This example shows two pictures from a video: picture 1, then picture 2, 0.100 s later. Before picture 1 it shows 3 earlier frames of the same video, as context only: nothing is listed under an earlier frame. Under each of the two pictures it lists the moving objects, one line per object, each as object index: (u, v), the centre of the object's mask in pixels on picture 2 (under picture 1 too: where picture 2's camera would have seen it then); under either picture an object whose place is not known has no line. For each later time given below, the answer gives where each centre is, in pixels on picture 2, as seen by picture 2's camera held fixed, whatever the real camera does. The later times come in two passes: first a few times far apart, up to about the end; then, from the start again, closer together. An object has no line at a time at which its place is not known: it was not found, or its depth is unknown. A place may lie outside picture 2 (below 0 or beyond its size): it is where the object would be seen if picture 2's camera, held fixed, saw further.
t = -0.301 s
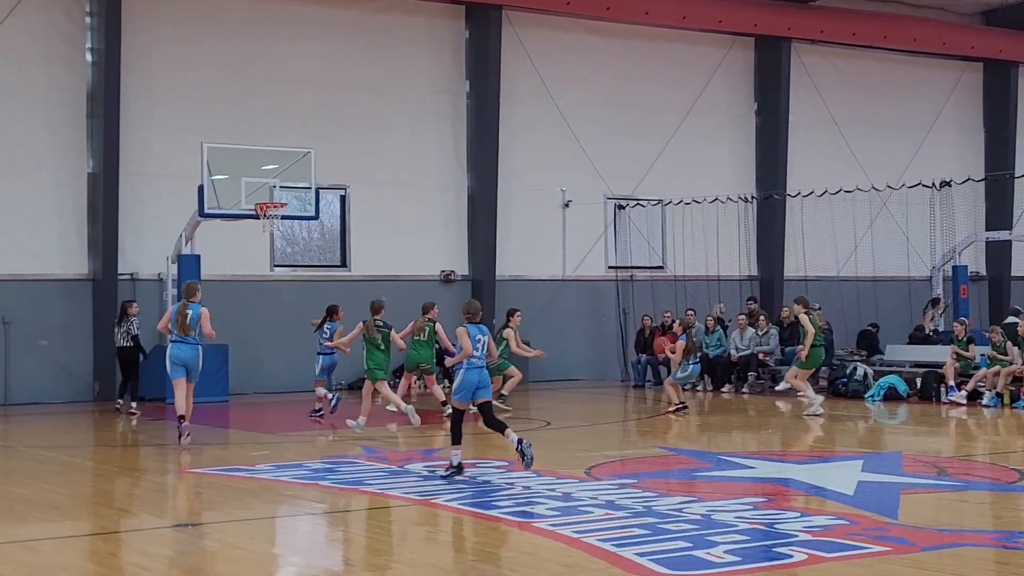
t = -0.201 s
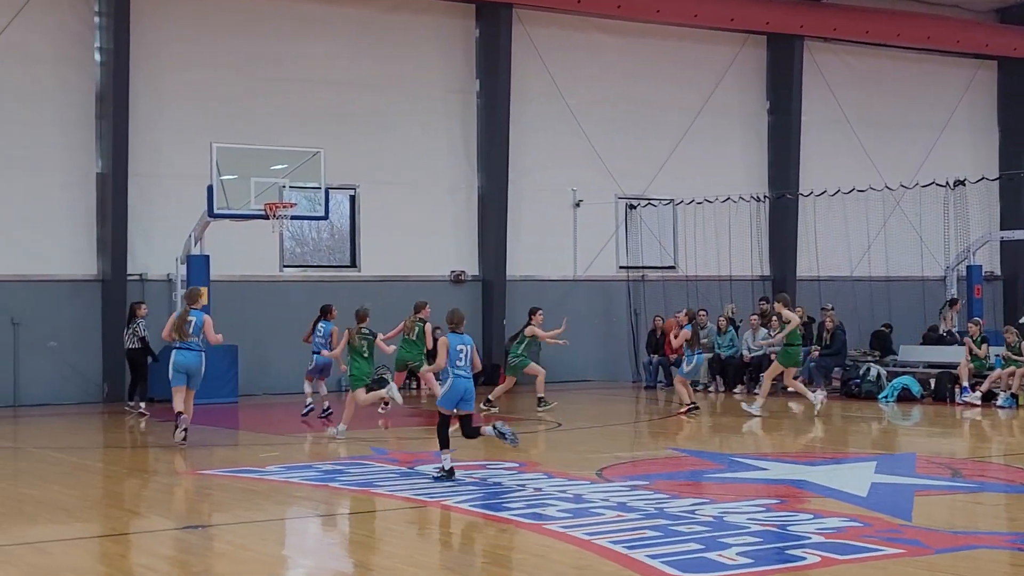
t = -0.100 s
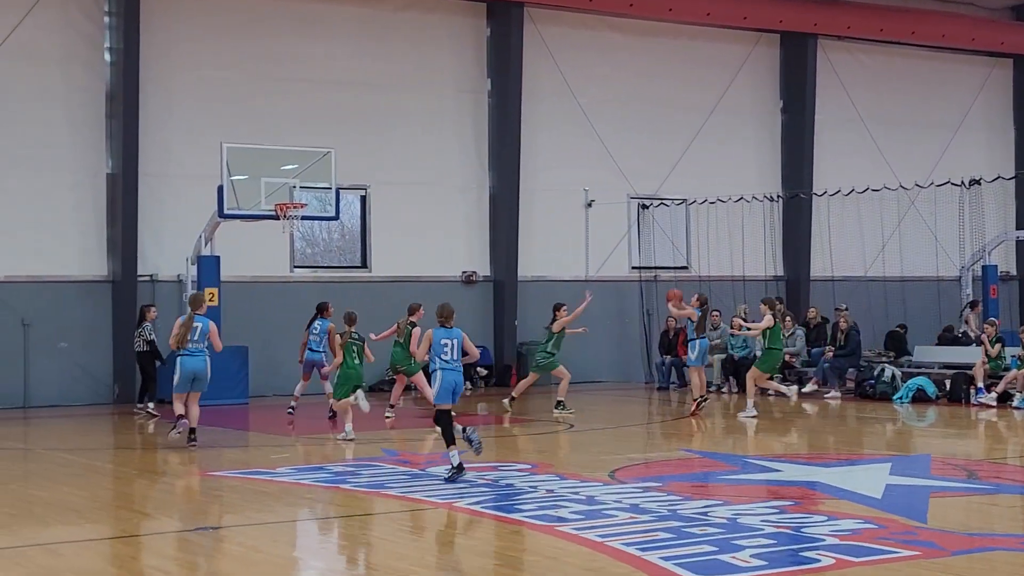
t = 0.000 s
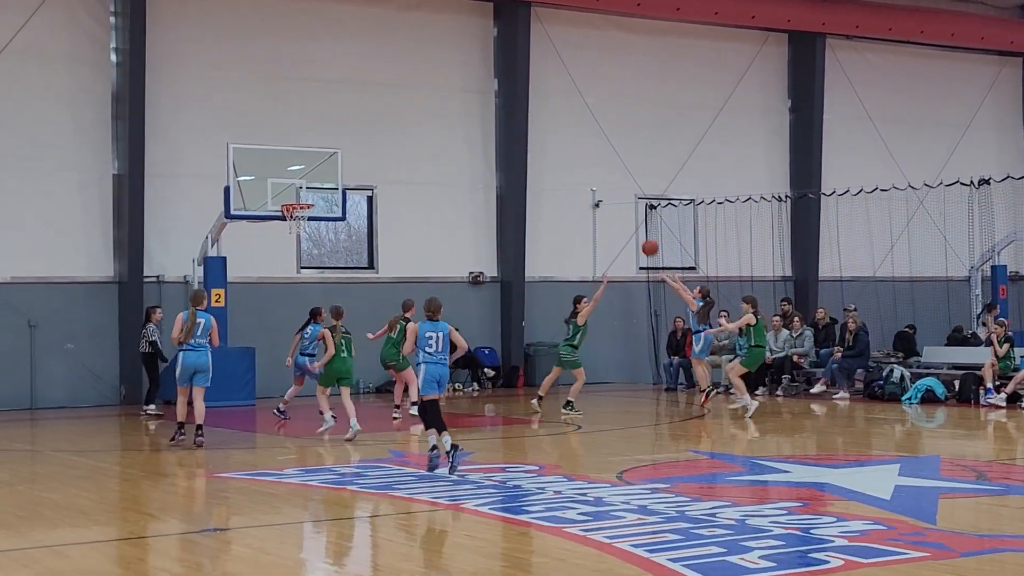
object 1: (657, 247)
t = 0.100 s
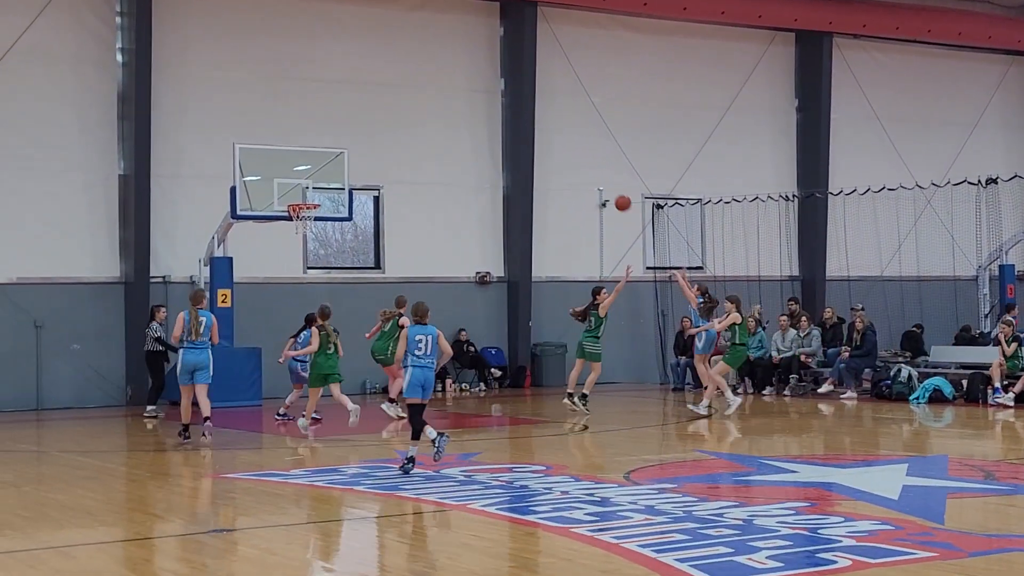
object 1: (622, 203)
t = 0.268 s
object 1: (568, 146)
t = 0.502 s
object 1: (497, 102)
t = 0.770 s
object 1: (421, 99)
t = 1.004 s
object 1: (358, 134)
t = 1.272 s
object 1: (294, 215)
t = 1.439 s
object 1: (293, 238)
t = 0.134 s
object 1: (611, 190)
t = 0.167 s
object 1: (601, 178)
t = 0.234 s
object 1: (579, 156)
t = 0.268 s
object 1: (568, 146)
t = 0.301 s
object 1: (558, 138)
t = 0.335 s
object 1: (547, 129)
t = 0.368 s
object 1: (537, 123)
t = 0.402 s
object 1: (528, 116)
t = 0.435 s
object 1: (518, 111)
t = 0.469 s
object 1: (507, 106)
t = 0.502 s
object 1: (497, 102)
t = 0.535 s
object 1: (488, 99)
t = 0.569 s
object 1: (477, 97)
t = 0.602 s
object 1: (468, 95)
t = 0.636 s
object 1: (459, 94)
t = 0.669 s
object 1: (449, 94)
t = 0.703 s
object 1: (439, 95)
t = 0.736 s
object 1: (430, 96)
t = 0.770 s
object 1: (421, 99)
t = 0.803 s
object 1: (412, 102)
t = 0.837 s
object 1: (402, 105)
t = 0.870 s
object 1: (393, 110)
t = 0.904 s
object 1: (385, 115)
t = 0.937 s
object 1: (375, 121)
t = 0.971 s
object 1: (367, 127)
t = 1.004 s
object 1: (358, 134)
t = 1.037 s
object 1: (349, 142)
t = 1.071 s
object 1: (341, 151)
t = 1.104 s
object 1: (333, 160)
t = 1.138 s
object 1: (325, 170)
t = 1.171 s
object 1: (316, 181)
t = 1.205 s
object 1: (308, 192)
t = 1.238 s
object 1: (300, 203)
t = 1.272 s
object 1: (294, 215)
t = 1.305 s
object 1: (292, 221)
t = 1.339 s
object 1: (293, 224)
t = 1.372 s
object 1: (293, 228)
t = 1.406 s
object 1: (293, 232)
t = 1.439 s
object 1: (293, 238)
